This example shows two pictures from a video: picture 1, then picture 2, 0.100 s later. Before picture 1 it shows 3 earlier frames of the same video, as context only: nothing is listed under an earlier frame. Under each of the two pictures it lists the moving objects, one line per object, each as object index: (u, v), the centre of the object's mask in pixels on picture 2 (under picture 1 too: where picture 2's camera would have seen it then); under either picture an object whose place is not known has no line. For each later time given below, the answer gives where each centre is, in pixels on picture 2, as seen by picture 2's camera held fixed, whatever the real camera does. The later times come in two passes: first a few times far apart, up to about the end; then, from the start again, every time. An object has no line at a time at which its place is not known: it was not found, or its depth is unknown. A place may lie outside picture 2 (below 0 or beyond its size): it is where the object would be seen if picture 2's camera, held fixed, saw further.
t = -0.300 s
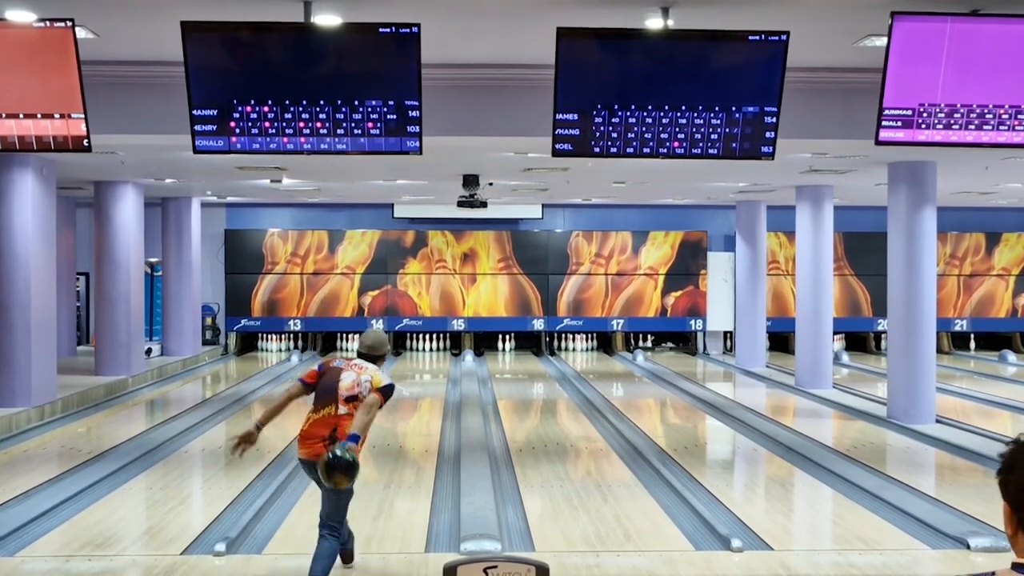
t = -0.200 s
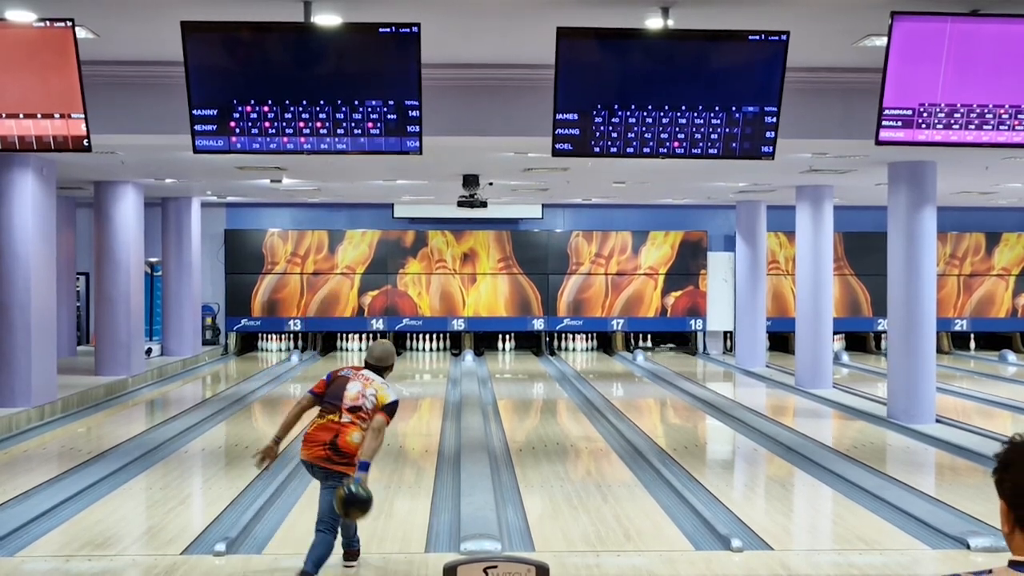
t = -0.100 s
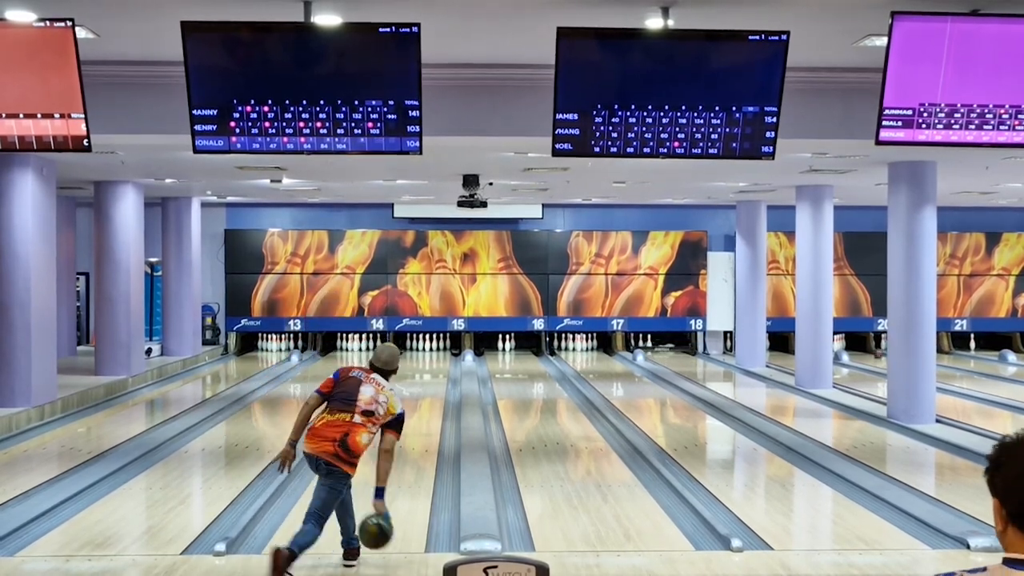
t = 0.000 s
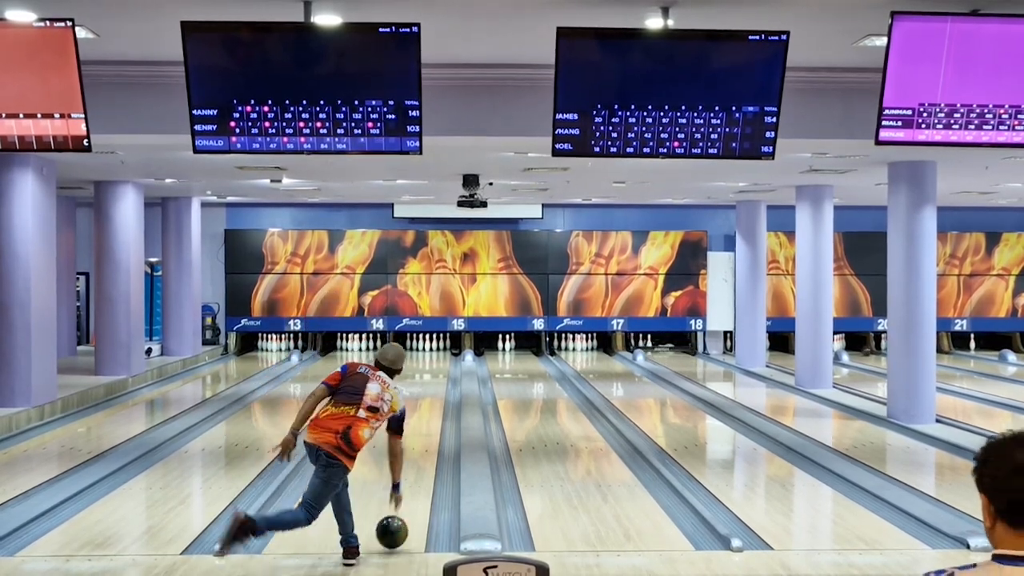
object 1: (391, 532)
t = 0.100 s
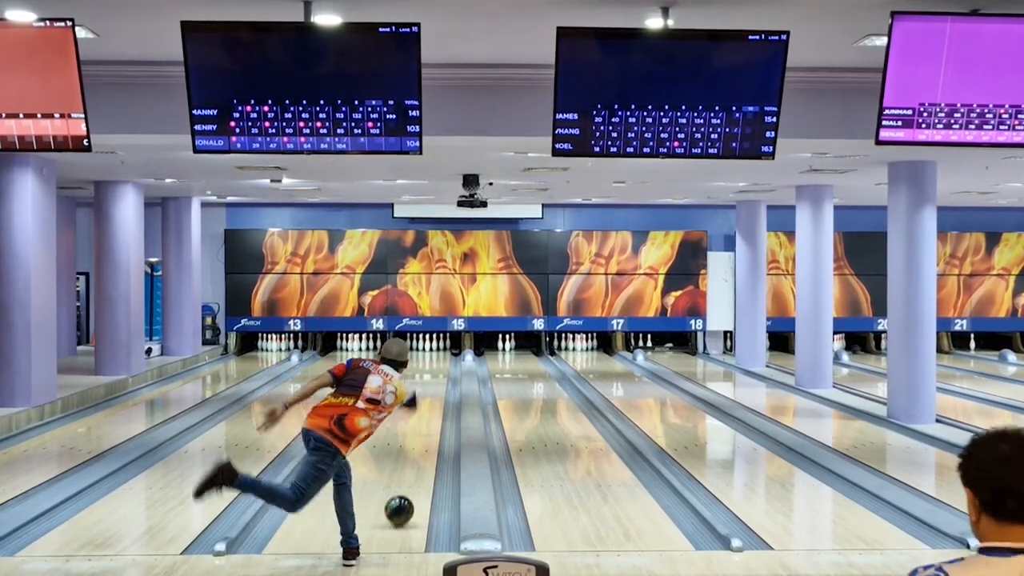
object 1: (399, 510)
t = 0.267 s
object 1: (409, 480)
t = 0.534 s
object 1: (420, 445)
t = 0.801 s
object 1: (427, 419)
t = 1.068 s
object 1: (431, 401)
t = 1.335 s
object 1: (434, 387)
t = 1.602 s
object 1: (436, 375)
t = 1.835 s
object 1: (437, 367)
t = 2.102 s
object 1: (436, 359)
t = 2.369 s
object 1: (436, 353)
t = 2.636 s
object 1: (434, 347)
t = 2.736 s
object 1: (435, 345)
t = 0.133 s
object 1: (401, 505)
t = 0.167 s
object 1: (403, 498)
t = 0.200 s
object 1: (405, 492)
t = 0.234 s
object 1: (407, 486)
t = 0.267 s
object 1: (409, 480)
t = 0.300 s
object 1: (410, 475)
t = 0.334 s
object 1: (412, 470)
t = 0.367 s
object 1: (413, 465)
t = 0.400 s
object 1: (415, 461)
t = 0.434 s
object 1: (416, 456)
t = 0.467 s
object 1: (417, 452)
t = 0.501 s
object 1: (419, 448)
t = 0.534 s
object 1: (420, 445)
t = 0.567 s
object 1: (421, 441)
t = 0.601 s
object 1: (422, 438)
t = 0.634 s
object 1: (423, 435)
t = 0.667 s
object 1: (424, 431)
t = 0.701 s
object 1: (424, 428)
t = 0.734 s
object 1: (425, 425)
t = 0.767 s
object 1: (426, 422)
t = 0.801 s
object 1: (427, 419)
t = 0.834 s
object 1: (427, 417)
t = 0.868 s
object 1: (428, 414)
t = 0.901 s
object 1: (429, 412)
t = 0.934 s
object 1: (429, 409)
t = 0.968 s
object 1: (430, 407)
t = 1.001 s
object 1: (431, 405)
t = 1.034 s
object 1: (431, 403)
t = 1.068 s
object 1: (431, 401)
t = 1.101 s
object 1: (432, 399)
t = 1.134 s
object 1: (432, 398)
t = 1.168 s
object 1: (433, 393)
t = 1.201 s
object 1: (433, 393)
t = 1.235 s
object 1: (433, 391)
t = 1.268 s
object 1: (434, 390)
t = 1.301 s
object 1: (434, 388)
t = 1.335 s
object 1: (434, 387)
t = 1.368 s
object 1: (434, 385)
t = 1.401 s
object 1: (435, 384)
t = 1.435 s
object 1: (435, 382)
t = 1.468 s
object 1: (435, 381)
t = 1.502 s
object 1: (436, 379)
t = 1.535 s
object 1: (436, 378)
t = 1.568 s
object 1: (436, 377)
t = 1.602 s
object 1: (436, 375)
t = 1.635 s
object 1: (436, 374)
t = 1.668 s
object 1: (436, 373)
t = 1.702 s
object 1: (436, 371)
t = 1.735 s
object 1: (436, 370)
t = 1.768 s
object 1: (437, 369)
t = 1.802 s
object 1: (436, 368)
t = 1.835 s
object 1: (437, 367)
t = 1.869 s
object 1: (437, 366)
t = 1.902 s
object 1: (436, 365)
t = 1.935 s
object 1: (436, 364)
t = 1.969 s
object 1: (437, 363)
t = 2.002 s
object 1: (437, 362)
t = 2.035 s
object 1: (437, 361)
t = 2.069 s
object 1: (436, 360)
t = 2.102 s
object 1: (436, 359)
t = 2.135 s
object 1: (436, 358)
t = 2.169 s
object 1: (436, 357)
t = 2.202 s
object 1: (436, 357)
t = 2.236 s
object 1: (436, 356)
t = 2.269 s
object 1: (436, 355)
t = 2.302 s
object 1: (436, 355)
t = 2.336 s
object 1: (436, 354)
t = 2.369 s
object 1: (436, 353)
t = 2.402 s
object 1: (435, 352)
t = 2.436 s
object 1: (435, 351)
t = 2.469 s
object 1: (435, 351)
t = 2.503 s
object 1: (434, 350)
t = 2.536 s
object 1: (434, 349)
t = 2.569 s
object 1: (434, 349)
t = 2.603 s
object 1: (433, 348)
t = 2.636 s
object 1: (434, 347)
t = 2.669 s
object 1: (433, 347)
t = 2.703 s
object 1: (434, 346)
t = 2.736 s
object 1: (435, 345)
